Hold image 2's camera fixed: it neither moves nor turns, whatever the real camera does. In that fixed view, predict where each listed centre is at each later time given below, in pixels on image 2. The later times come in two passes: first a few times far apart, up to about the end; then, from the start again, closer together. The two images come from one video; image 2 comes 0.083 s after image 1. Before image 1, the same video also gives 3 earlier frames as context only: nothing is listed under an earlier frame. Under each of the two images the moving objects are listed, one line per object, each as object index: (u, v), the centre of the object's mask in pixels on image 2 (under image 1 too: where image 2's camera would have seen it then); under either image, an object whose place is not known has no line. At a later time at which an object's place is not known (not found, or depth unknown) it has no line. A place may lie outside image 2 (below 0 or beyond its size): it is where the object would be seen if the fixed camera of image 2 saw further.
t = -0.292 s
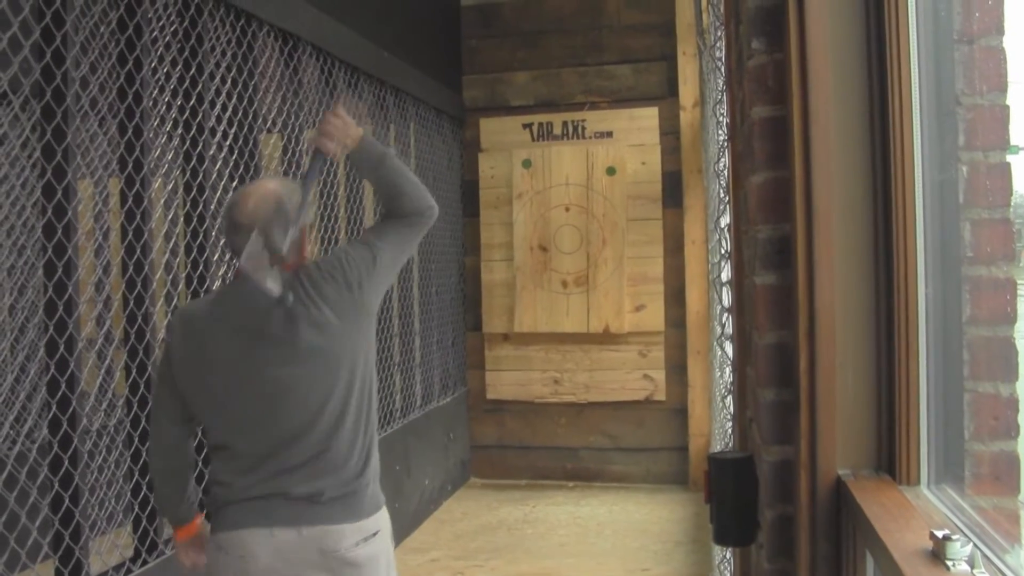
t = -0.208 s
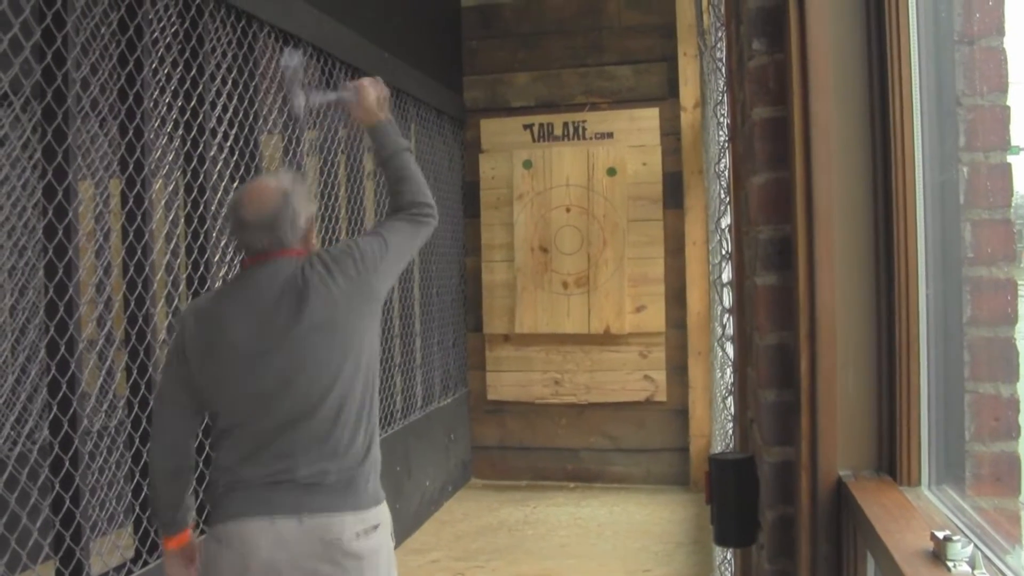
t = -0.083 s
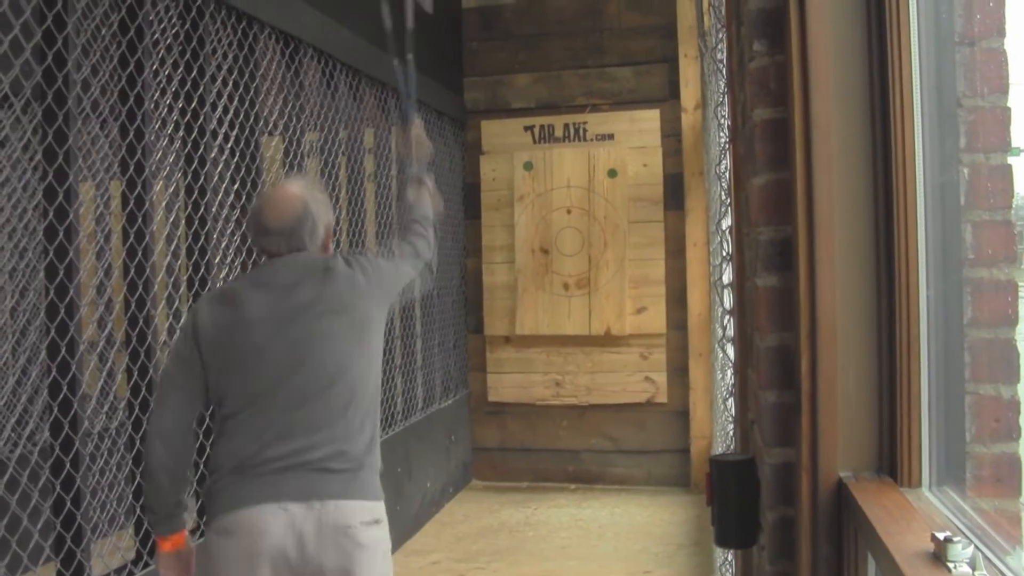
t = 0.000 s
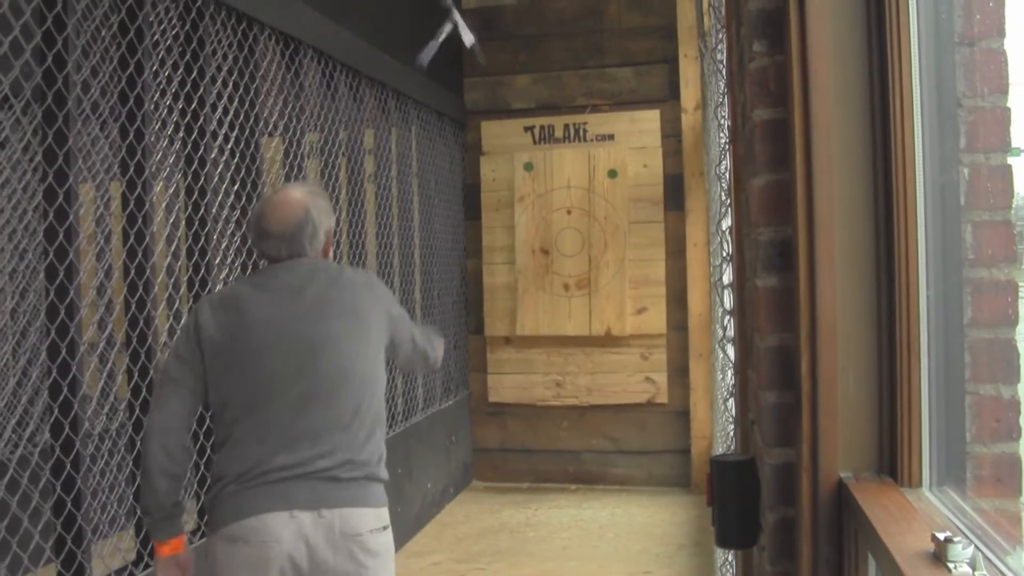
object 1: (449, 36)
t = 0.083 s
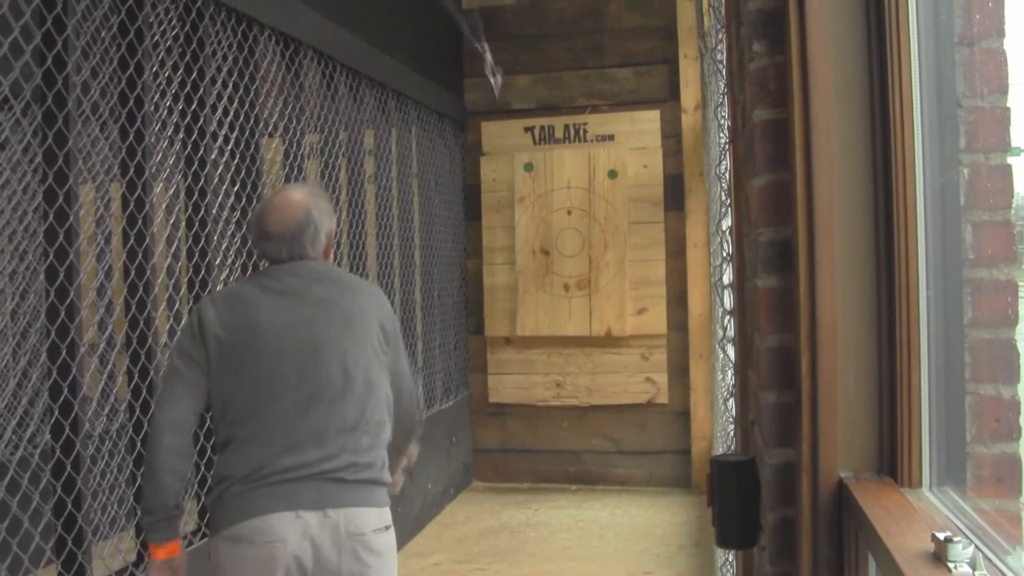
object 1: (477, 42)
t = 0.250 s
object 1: (532, 120)
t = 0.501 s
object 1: (574, 282)
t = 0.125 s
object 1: (496, 61)
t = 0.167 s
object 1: (512, 75)
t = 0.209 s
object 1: (523, 97)
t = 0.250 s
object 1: (532, 120)
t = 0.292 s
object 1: (545, 156)
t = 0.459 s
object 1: (577, 270)
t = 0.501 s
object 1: (574, 282)
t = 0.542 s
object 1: (571, 289)
